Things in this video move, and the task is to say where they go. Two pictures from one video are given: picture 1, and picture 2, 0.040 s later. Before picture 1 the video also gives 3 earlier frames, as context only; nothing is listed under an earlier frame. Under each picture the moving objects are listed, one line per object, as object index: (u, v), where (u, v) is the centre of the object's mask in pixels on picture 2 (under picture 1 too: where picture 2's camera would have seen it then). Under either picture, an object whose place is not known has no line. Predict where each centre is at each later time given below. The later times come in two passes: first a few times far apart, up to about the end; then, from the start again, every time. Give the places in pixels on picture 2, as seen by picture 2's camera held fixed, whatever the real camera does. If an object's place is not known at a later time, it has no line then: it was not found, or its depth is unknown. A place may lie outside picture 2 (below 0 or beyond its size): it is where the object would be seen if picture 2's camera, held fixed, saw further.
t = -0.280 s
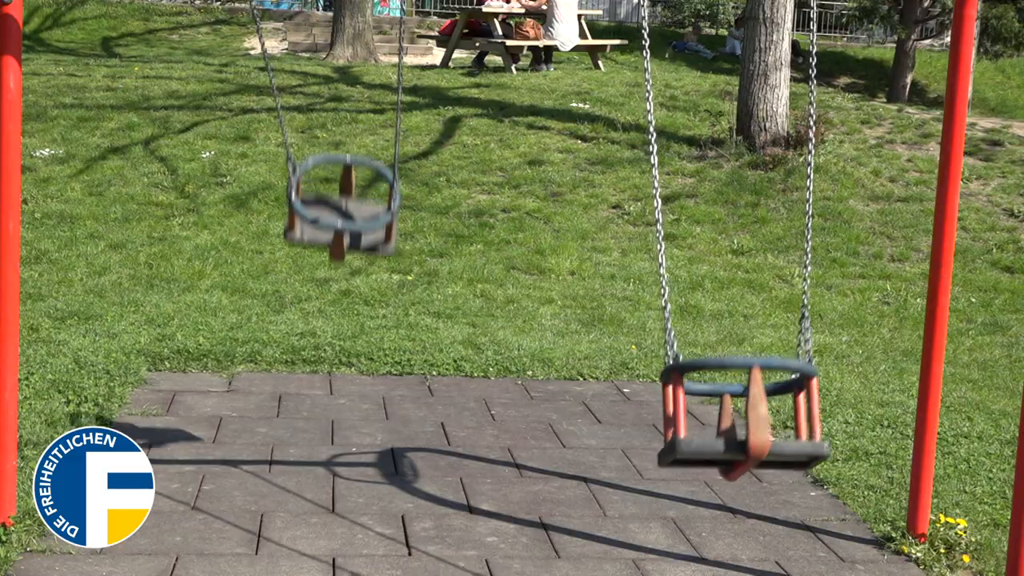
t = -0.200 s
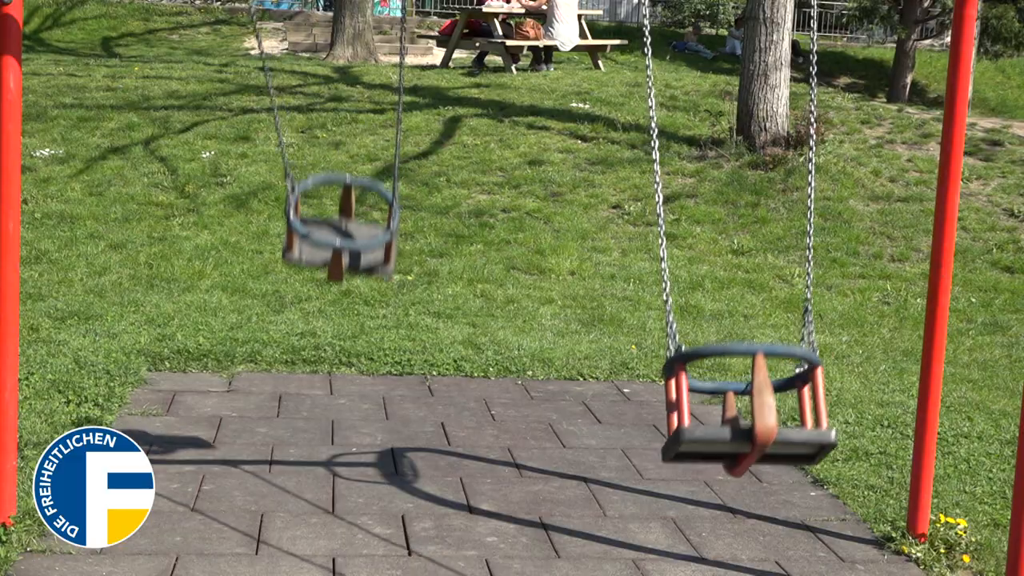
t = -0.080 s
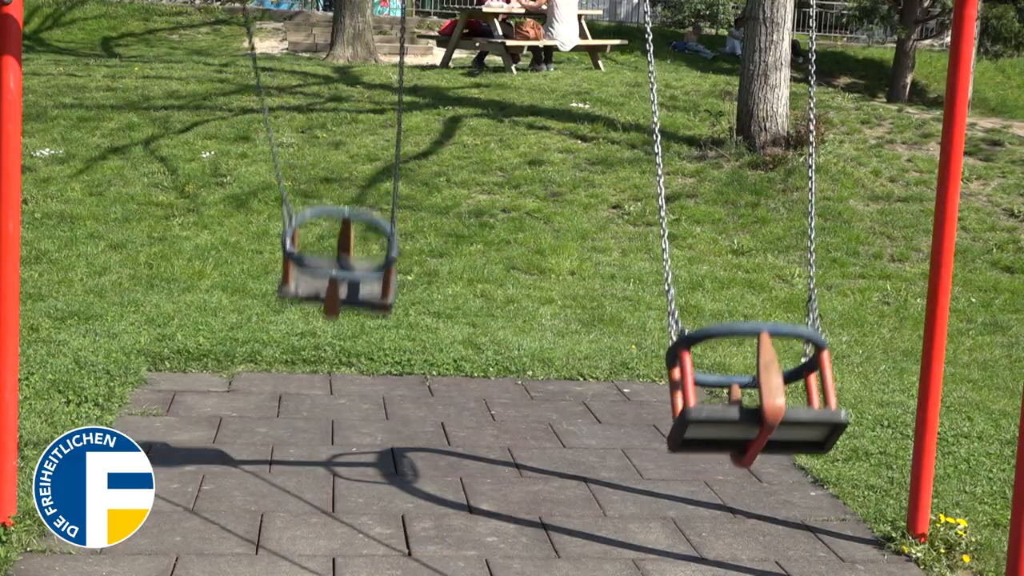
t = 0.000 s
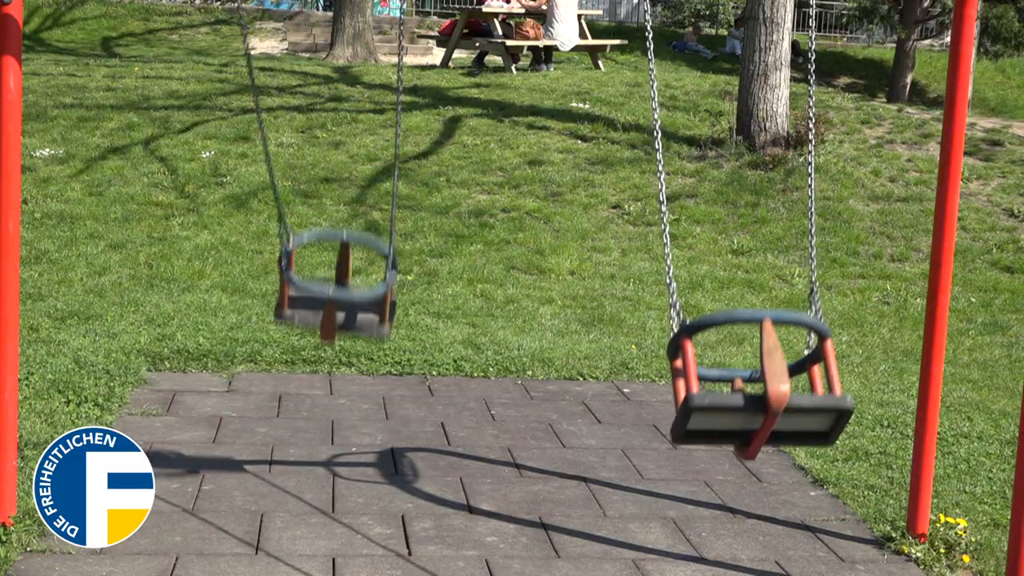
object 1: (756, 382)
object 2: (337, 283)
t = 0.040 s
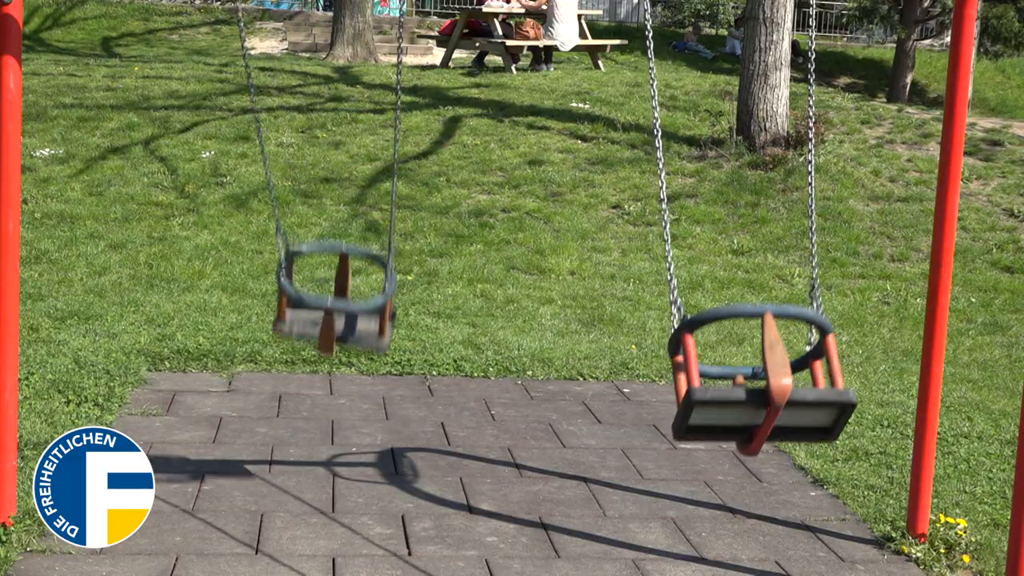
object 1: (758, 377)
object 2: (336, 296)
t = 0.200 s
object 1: (763, 362)
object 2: (328, 346)
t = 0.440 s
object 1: (766, 355)
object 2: (313, 405)
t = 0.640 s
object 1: (765, 363)
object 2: (297, 426)
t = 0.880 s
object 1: (758, 385)
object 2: (277, 405)
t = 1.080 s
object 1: (749, 408)
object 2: (263, 355)
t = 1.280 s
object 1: (737, 425)
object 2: (252, 288)
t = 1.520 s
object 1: (721, 432)
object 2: (246, 215)
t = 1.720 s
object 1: (709, 420)
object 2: (244, 179)
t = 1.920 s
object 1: (698, 397)
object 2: (247, 174)
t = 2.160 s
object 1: (686, 359)
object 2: (254, 214)
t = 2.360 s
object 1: (678, 328)
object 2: (263, 278)
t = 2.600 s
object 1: (671, 296)
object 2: (278, 364)
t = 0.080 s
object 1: (759, 373)
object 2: (335, 309)
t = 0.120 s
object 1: (761, 369)
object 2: (332, 322)
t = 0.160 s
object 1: (762, 365)
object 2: (331, 334)
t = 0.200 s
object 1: (763, 362)
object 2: (328, 346)
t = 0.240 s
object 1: (764, 359)
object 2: (326, 357)
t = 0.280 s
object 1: (765, 358)
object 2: (324, 368)
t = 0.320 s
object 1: (766, 356)
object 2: (321, 379)
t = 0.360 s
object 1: (766, 355)
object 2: (319, 388)
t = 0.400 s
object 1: (766, 355)
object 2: (316, 397)
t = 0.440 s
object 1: (766, 355)
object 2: (313, 405)
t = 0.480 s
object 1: (766, 355)
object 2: (310, 412)
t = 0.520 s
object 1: (766, 357)
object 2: (306, 418)
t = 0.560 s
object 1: (766, 358)
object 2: (304, 421)
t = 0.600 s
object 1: (765, 360)
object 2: (300, 424)
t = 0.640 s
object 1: (765, 363)
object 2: (297, 426)
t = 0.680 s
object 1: (764, 366)
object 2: (293, 424)
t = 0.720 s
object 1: (763, 369)
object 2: (290, 423)
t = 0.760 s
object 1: (762, 373)
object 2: (287, 420)
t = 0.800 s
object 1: (761, 377)
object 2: (283, 416)
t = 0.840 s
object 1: (759, 381)
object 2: (280, 410)
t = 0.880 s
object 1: (758, 385)
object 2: (277, 405)
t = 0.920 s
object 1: (756, 390)
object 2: (274, 397)
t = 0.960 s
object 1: (755, 394)
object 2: (271, 387)
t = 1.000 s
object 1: (753, 399)
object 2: (268, 377)
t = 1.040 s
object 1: (751, 403)
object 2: (265, 366)
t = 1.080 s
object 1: (749, 408)
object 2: (263, 355)
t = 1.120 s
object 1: (747, 412)
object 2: (260, 342)
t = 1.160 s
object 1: (745, 415)
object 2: (258, 329)
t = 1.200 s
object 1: (742, 419)
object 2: (256, 315)
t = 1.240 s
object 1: (740, 422)
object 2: (254, 302)
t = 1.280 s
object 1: (737, 425)
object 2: (252, 288)
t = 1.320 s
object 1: (734, 427)
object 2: (251, 274)
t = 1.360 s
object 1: (732, 428)
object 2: (249, 261)
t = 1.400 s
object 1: (730, 430)
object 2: (248, 249)
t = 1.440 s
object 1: (727, 431)
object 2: (247, 237)
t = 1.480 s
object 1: (724, 431)
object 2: (246, 226)
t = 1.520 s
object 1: (721, 432)
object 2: (246, 215)
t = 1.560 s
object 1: (719, 431)
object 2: (245, 206)
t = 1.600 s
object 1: (716, 429)
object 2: (245, 197)
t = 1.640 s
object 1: (714, 427)
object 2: (244, 190)
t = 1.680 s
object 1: (711, 424)
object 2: (244, 184)
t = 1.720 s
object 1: (709, 420)
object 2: (244, 179)
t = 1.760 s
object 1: (706, 416)
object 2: (244, 175)
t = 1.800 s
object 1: (704, 411)
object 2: (245, 173)
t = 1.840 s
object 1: (702, 408)
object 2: (245, 172)
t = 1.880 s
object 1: (700, 402)
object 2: (246, 173)
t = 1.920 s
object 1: (698, 397)
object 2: (247, 174)
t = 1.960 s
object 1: (696, 391)
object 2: (248, 177)
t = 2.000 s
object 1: (694, 385)
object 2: (248, 182)
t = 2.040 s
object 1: (692, 379)
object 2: (250, 188)
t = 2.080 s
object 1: (690, 372)
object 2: (251, 195)
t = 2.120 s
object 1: (688, 366)
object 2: (252, 204)
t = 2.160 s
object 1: (686, 359)
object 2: (254, 214)
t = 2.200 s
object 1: (682, 351)
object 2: (255, 225)
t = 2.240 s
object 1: (683, 346)
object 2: (257, 237)
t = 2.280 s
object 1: (681, 340)
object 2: (259, 250)
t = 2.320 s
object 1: (680, 334)
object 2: (261, 264)
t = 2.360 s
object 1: (678, 328)
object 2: (263, 278)
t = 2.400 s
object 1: (677, 322)
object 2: (265, 293)
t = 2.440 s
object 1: (676, 317)
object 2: (267, 308)
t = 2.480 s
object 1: (674, 311)
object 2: (270, 323)
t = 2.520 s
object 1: (670, 303)
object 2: (273, 337)
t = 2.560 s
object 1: (670, 298)
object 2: (276, 351)
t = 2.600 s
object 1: (671, 296)
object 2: (278, 364)
